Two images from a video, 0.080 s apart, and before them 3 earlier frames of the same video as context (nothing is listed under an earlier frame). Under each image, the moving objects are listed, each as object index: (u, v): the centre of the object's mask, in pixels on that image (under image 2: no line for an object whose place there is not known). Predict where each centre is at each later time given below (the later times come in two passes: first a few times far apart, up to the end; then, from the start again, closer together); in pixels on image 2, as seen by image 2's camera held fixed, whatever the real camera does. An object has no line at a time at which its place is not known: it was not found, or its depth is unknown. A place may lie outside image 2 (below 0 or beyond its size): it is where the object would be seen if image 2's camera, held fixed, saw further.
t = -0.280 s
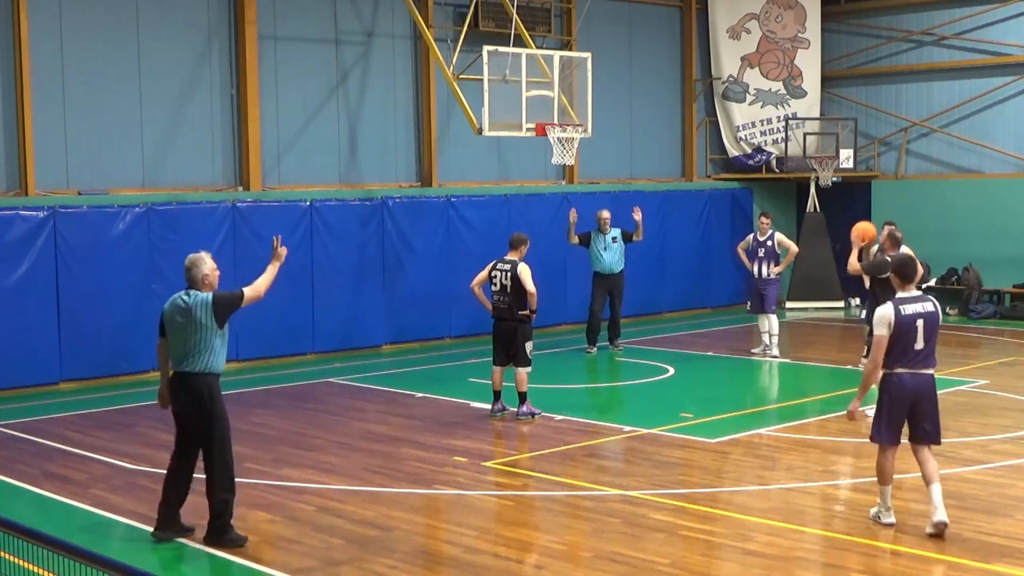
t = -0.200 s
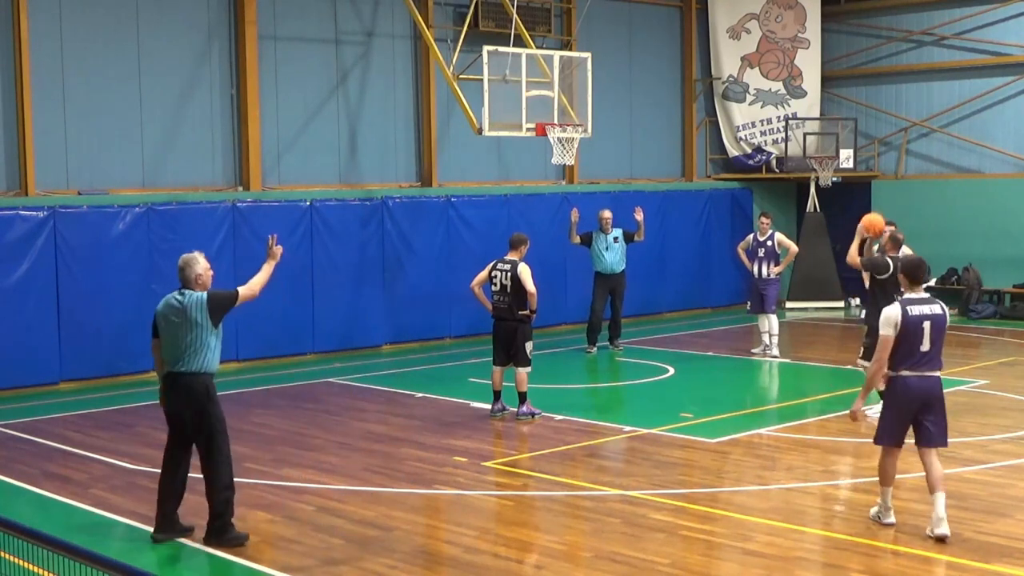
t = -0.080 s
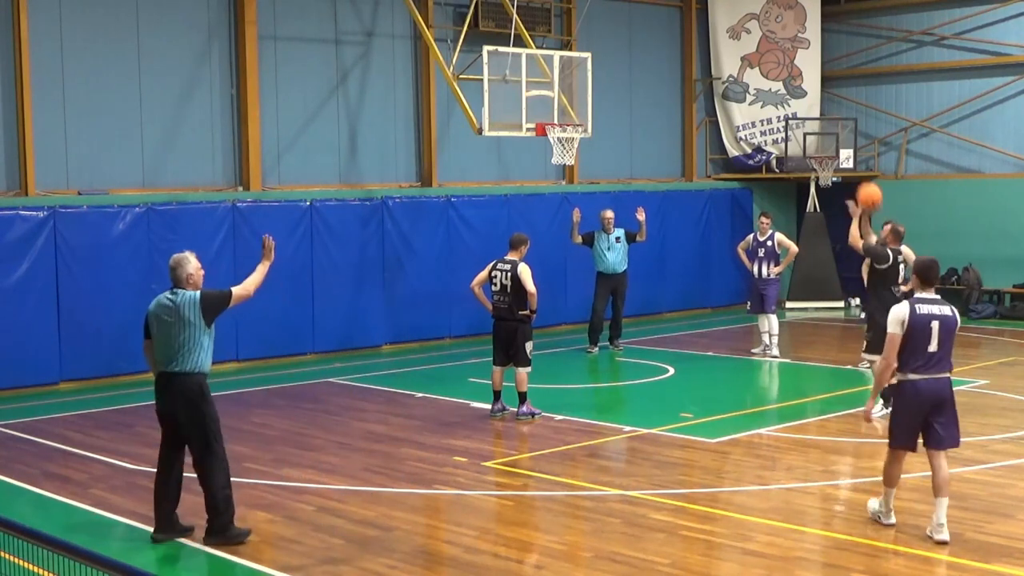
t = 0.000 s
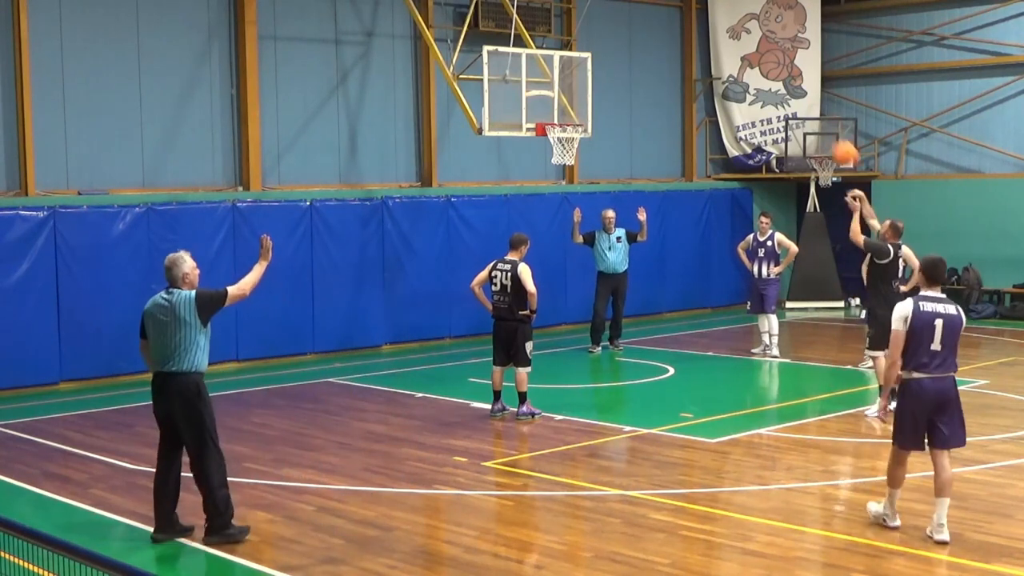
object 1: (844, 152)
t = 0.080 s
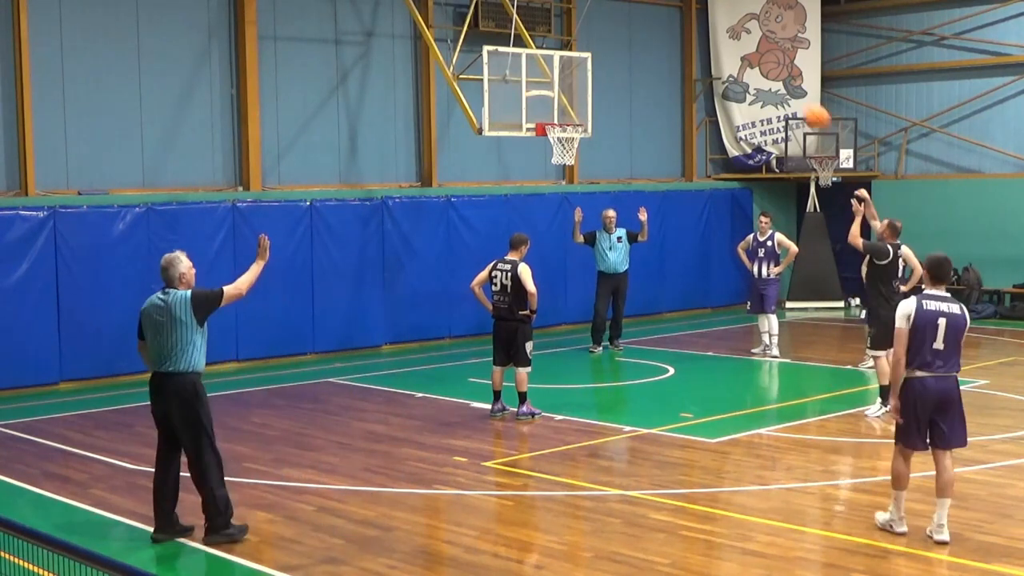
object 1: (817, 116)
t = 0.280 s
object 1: (750, 54)
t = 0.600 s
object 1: (655, 37)
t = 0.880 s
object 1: (584, 93)
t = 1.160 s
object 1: (553, 163)
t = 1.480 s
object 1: (555, 261)
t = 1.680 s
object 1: (557, 362)
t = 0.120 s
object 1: (802, 100)
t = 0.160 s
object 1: (789, 85)
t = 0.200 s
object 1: (775, 73)
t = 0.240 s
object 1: (762, 63)
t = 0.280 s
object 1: (750, 54)
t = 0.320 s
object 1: (737, 47)
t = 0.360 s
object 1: (724, 41)
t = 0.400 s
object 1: (712, 37)
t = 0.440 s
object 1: (700, 33)
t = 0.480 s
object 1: (689, 32)
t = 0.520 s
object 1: (678, 33)
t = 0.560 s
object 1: (666, 34)
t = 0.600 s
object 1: (655, 37)
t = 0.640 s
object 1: (644, 41)
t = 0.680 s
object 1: (634, 47)
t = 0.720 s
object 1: (624, 53)
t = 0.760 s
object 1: (613, 62)
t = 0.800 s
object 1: (604, 71)
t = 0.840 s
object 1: (594, 81)
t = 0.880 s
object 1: (584, 93)
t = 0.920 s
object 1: (574, 106)
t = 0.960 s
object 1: (565, 118)
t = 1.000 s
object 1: (557, 133)
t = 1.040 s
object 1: (551, 144)
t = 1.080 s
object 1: (553, 150)
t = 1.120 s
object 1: (554, 158)
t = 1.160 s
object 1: (553, 163)
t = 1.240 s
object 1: (553, 179)
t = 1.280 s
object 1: (554, 189)
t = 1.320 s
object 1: (554, 201)
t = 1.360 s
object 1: (554, 214)
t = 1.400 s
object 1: (555, 228)
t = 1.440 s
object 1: (555, 244)
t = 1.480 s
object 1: (555, 261)
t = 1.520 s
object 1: (556, 279)
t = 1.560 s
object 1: (556, 298)
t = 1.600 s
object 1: (557, 319)
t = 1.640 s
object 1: (557, 342)
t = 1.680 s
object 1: (557, 362)
